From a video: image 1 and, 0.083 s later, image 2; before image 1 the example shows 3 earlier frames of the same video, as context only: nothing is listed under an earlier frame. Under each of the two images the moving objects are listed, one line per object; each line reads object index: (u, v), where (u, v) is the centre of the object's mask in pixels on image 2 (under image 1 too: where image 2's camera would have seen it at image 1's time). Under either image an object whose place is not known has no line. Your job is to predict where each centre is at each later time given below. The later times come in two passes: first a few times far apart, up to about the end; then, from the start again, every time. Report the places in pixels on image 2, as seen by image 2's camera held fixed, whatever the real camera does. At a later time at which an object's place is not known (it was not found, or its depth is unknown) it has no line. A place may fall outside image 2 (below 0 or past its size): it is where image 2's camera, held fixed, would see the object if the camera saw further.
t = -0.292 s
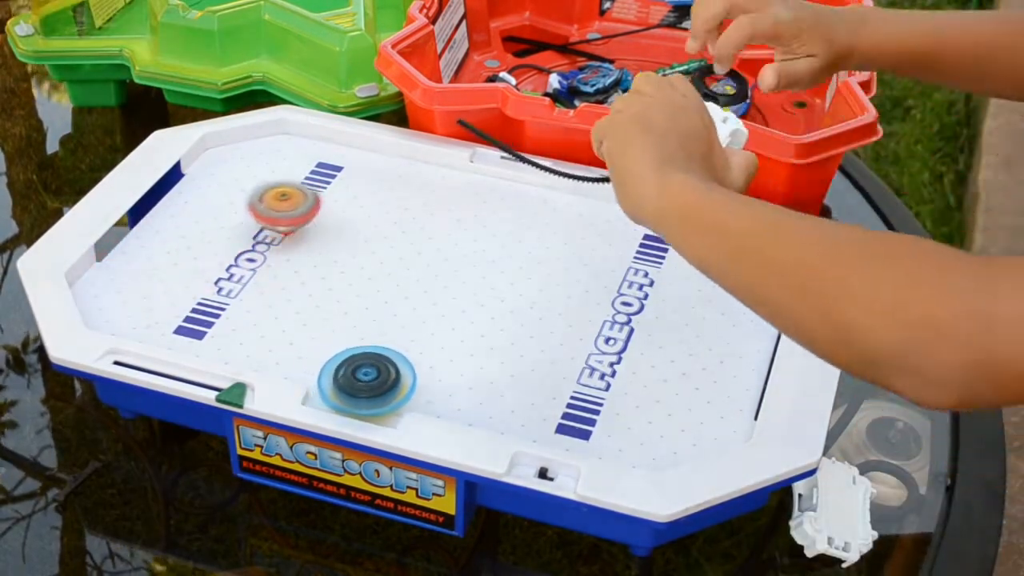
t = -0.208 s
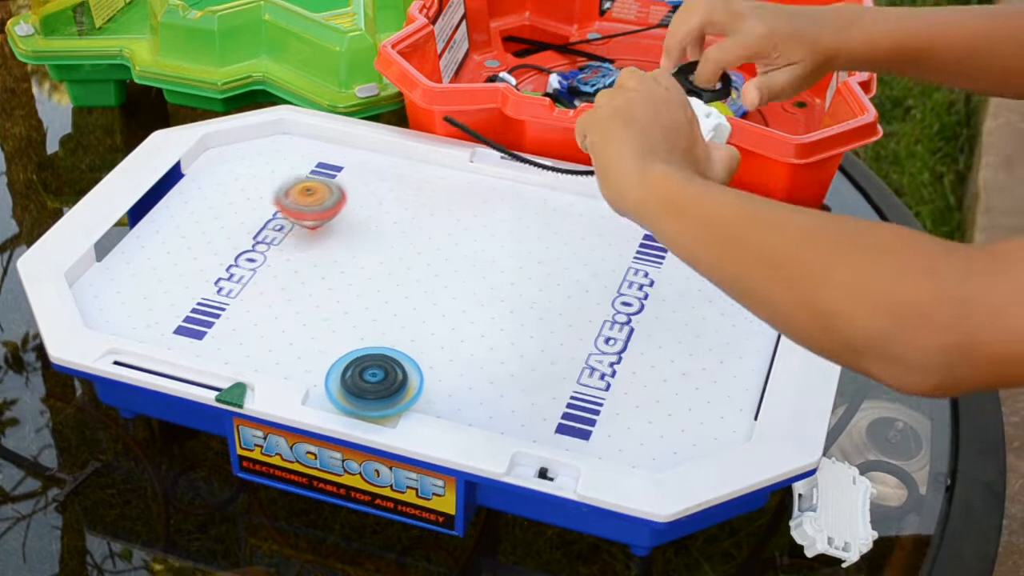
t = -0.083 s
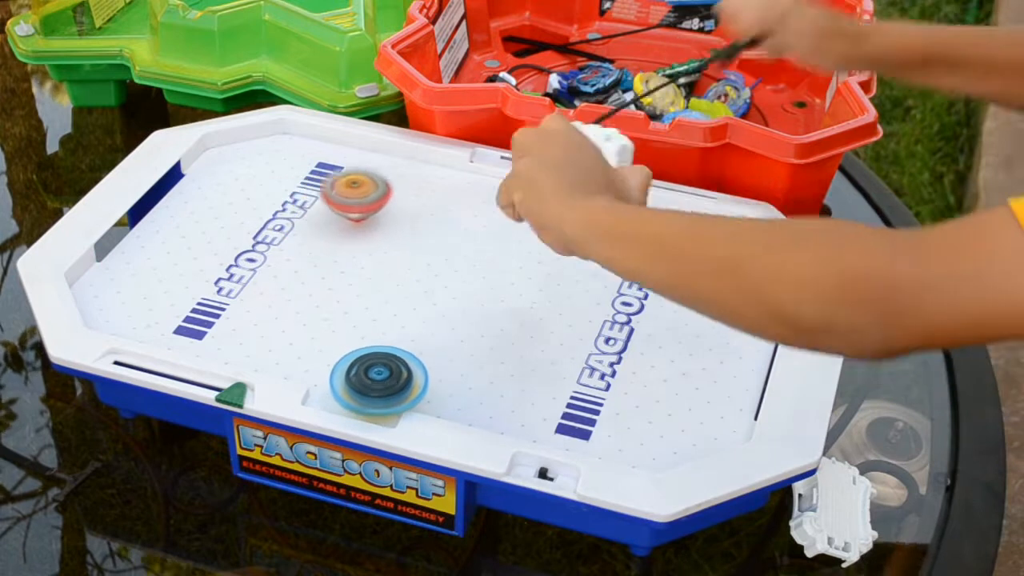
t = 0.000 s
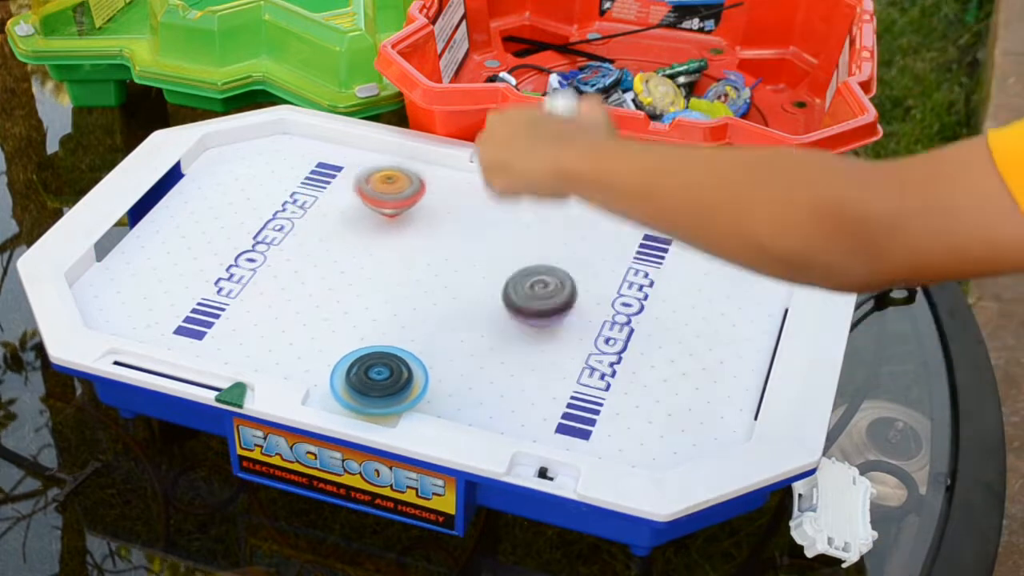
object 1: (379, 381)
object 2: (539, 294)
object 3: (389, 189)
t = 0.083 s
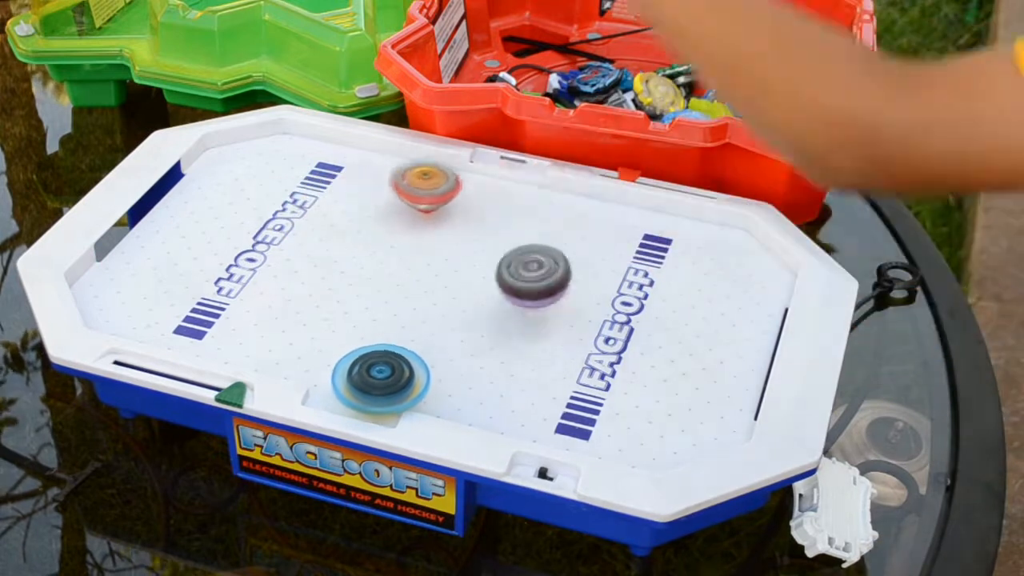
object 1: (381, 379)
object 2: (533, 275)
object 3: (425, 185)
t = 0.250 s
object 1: (383, 378)
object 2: (548, 302)
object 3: (499, 173)
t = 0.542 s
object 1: (385, 377)
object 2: (582, 342)
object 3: (528, 167)
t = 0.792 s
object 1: (389, 376)
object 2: (608, 380)
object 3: (528, 167)
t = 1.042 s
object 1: (399, 374)
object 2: (638, 409)
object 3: (523, 165)
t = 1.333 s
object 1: (419, 374)
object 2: (654, 433)
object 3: (518, 162)
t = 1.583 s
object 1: (440, 378)
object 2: (643, 428)
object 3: (521, 162)
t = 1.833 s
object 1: (469, 386)
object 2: (644, 423)
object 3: (509, 169)
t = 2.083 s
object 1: (502, 395)
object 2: (647, 421)
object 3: (506, 172)
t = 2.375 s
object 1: (545, 405)
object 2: (657, 415)
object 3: (527, 165)
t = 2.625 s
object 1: (578, 414)
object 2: (689, 411)
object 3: (517, 162)
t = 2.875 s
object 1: (605, 420)
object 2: (718, 401)
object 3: (519, 163)
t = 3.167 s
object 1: (646, 430)
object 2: (724, 385)
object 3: (526, 165)
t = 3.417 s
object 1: (676, 424)
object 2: (719, 370)
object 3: (532, 170)
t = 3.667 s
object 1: (694, 418)
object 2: (734, 351)
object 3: (536, 172)
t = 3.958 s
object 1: (717, 407)
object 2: (744, 327)
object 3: (556, 176)
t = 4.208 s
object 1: (721, 394)
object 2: (747, 307)
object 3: (582, 181)
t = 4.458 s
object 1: (727, 378)
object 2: (750, 285)
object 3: (624, 192)
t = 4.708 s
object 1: (733, 359)
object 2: (751, 259)
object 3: (679, 202)
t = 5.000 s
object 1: (739, 341)
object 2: (716, 269)
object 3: (665, 210)
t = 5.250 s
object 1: (744, 325)
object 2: (672, 275)
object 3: (622, 203)
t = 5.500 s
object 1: (748, 311)
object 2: (652, 267)
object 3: (595, 192)
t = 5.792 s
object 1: (750, 294)
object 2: (649, 253)
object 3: (572, 179)
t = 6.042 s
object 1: (757, 280)
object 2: (667, 237)
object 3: (556, 180)
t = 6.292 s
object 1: (760, 265)
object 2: (702, 224)
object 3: (553, 178)
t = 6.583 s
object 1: (763, 269)
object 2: (716, 220)
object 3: (561, 177)
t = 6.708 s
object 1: (763, 270)
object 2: (726, 221)
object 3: (567, 179)
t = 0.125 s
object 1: (382, 379)
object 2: (531, 292)
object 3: (444, 182)
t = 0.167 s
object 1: (383, 378)
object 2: (535, 292)
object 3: (463, 179)
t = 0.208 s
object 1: (382, 378)
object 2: (541, 297)
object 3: (481, 177)
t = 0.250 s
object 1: (383, 378)
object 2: (548, 302)
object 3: (499, 173)
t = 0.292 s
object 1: (383, 378)
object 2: (554, 308)
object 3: (519, 169)
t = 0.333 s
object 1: (383, 378)
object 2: (560, 313)
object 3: (529, 167)
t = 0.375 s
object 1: (384, 378)
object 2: (565, 319)
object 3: (528, 167)
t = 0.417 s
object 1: (384, 378)
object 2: (569, 325)
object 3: (527, 167)
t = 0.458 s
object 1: (385, 378)
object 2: (574, 330)
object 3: (528, 167)
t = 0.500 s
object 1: (385, 377)
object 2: (578, 336)
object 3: (529, 167)
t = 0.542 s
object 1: (385, 377)
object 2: (582, 342)
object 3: (528, 167)
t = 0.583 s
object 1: (387, 377)
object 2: (587, 349)
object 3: (529, 167)
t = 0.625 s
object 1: (387, 377)
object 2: (591, 355)
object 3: (529, 167)
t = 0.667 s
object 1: (388, 376)
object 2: (595, 361)
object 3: (529, 167)
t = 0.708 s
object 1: (388, 376)
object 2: (599, 367)
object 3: (529, 167)
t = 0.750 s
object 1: (389, 376)
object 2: (603, 374)
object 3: (529, 167)
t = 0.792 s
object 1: (389, 376)
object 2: (608, 380)
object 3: (528, 167)
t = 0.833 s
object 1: (390, 376)
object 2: (614, 386)
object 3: (528, 167)
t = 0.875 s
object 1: (391, 375)
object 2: (619, 392)
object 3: (527, 167)
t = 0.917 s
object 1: (393, 375)
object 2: (625, 397)
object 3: (525, 167)
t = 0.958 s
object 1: (395, 374)
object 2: (630, 402)
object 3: (525, 166)
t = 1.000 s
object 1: (396, 374)
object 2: (634, 406)
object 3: (524, 166)
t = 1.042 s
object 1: (399, 374)
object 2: (638, 409)
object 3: (523, 165)
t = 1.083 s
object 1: (401, 374)
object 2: (641, 413)
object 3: (520, 163)
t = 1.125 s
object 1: (404, 373)
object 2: (644, 416)
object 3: (519, 162)
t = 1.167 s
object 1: (407, 373)
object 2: (646, 419)
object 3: (518, 162)
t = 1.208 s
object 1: (409, 373)
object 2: (648, 423)
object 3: (518, 162)
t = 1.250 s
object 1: (412, 374)
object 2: (650, 427)
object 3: (518, 162)
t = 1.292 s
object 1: (415, 373)
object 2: (652, 431)
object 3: (518, 162)
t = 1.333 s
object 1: (419, 374)
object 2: (654, 433)
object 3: (518, 162)
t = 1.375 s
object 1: (422, 374)
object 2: (652, 431)
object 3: (518, 162)
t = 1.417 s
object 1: (427, 374)
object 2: (649, 430)
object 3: (519, 162)
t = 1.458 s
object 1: (429, 375)
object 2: (648, 430)
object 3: (520, 162)
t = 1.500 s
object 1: (433, 376)
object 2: (647, 429)
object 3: (521, 163)
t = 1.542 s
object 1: (436, 377)
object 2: (645, 429)
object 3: (521, 162)
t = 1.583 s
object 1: (440, 378)
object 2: (643, 428)
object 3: (521, 162)
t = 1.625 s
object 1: (445, 380)
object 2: (643, 428)
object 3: (523, 163)
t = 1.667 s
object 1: (449, 381)
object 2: (643, 427)
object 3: (526, 164)
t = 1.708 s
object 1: (454, 382)
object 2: (643, 426)
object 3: (518, 166)
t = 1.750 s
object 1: (458, 383)
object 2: (643, 425)
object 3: (514, 168)
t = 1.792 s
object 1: (464, 385)
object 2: (644, 424)
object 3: (511, 169)
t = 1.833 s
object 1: (469, 386)
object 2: (644, 423)
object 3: (509, 169)
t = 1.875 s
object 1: (474, 387)
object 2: (644, 423)
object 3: (507, 170)
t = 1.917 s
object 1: (480, 389)
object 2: (644, 423)
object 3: (506, 171)
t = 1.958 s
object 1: (485, 390)
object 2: (645, 422)
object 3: (505, 171)
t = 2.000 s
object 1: (490, 391)
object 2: (645, 422)
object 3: (505, 172)
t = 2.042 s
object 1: (497, 393)
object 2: (646, 421)
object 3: (505, 172)
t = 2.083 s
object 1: (502, 395)
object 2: (647, 421)
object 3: (506, 172)
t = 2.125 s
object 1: (509, 395)
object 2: (648, 420)
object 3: (508, 171)
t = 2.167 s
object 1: (516, 397)
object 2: (649, 419)
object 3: (511, 171)
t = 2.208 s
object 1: (521, 399)
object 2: (651, 419)
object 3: (515, 170)
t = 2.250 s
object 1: (526, 400)
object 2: (653, 418)
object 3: (517, 169)
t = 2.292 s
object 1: (532, 402)
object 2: (654, 416)
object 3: (520, 168)
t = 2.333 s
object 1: (538, 404)
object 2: (655, 415)
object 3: (524, 166)
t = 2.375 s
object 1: (545, 405)
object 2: (657, 415)
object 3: (527, 165)
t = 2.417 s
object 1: (554, 408)
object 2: (659, 414)
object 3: (521, 164)
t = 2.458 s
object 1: (561, 410)
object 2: (662, 413)
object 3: (519, 163)
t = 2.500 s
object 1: (567, 411)
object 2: (664, 412)
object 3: (519, 162)
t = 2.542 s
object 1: (572, 411)
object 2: (671, 412)
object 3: (518, 162)
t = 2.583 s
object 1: (575, 412)
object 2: (681, 412)
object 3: (517, 162)
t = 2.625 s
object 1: (578, 414)
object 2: (689, 411)
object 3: (517, 162)
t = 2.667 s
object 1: (583, 414)
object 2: (697, 411)
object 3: (517, 162)
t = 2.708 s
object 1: (588, 415)
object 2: (705, 411)
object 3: (517, 162)
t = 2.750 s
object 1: (592, 417)
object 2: (713, 412)
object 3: (517, 162)
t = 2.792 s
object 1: (596, 418)
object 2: (717, 408)
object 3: (517, 162)
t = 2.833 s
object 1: (600, 419)
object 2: (717, 404)
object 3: (517, 163)
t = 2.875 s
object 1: (605, 420)
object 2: (718, 401)
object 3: (519, 163)
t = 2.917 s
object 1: (611, 421)
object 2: (721, 399)
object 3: (521, 163)
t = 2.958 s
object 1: (617, 422)
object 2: (719, 395)
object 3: (521, 163)
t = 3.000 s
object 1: (622, 425)
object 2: (720, 393)
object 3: (520, 163)
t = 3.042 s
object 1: (626, 426)
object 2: (723, 391)
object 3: (521, 164)
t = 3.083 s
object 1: (633, 427)
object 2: (722, 389)
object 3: (521, 163)
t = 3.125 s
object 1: (639, 428)
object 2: (723, 387)
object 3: (524, 163)
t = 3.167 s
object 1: (646, 430)
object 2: (724, 385)
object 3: (526, 165)
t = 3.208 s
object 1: (654, 432)
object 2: (722, 382)
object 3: (526, 167)
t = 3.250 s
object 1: (658, 430)
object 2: (718, 379)
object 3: (527, 167)
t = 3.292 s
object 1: (662, 429)
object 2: (717, 376)
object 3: (529, 168)
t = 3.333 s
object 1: (667, 427)
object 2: (717, 374)
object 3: (530, 168)
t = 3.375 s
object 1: (671, 426)
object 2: (717, 372)
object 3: (531, 169)
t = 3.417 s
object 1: (676, 424)
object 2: (719, 370)
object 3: (532, 170)
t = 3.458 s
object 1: (680, 422)
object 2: (720, 368)
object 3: (533, 170)
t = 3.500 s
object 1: (685, 421)
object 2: (722, 366)
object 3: (533, 170)
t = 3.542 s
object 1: (686, 420)
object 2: (726, 363)
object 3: (534, 171)
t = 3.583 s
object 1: (688, 420)
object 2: (731, 360)
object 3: (535, 171)
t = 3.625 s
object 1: (691, 419)
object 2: (735, 356)
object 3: (535, 172)
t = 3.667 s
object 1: (694, 418)
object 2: (734, 351)
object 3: (536, 172)
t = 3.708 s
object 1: (697, 417)
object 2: (736, 348)
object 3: (537, 173)
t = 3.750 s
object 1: (701, 416)
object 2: (738, 345)
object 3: (539, 173)
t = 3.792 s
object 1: (705, 414)
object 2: (738, 341)
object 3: (542, 174)
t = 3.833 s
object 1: (709, 413)
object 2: (740, 337)
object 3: (545, 174)
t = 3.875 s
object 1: (713, 411)
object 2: (741, 334)
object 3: (549, 174)
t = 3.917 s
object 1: (716, 409)
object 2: (741, 330)
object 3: (552, 175)
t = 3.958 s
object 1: (717, 407)
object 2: (744, 327)
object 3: (556, 176)
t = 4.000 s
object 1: (718, 405)
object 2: (744, 325)
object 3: (559, 177)
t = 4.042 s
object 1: (718, 403)
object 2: (745, 321)
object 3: (563, 178)
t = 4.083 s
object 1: (719, 401)
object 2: (745, 317)
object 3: (568, 178)
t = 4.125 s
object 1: (720, 399)
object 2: (747, 314)
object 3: (573, 180)
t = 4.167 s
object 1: (720, 396)
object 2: (749, 312)
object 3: (577, 181)
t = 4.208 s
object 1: (721, 394)
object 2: (747, 307)
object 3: (582, 181)
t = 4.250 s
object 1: (722, 392)
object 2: (748, 304)
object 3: (588, 183)
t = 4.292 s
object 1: (723, 389)
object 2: (750, 301)
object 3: (595, 184)
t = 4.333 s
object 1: (724, 386)
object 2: (753, 298)
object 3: (601, 186)
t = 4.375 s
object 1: (725, 384)
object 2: (753, 294)
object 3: (608, 189)
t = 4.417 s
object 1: (726, 381)
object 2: (755, 291)
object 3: (616, 190)
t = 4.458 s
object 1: (727, 378)
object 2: (750, 285)
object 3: (624, 192)
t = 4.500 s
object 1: (728, 375)
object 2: (744, 280)
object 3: (634, 193)
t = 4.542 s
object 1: (729, 372)
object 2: (743, 275)
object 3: (642, 195)
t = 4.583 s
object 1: (730, 369)
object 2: (744, 271)
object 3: (651, 195)
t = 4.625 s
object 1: (732, 366)
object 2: (745, 267)
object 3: (660, 197)
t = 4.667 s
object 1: (733, 362)
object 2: (747, 263)
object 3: (670, 200)
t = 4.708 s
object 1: (733, 359)
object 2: (751, 259)
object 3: (679, 202)
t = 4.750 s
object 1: (734, 356)
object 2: (754, 256)
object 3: (690, 203)
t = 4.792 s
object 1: (735, 353)
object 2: (758, 252)
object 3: (701, 207)
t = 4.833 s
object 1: (735, 351)
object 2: (764, 249)
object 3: (711, 211)
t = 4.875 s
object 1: (736, 349)
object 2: (763, 242)
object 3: (701, 209)
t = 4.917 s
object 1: (737, 346)
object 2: (748, 242)
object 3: (684, 213)
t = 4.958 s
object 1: (738, 344)
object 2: (729, 264)
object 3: (673, 213)
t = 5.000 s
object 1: (739, 341)
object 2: (716, 269)
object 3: (665, 210)
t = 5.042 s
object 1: (740, 338)
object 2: (704, 277)
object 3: (659, 207)
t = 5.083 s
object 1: (741, 335)
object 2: (695, 277)
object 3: (654, 202)
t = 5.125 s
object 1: (742, 332)
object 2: (689, 277)
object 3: (649, 197)
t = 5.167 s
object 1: (742, 330)
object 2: (683, 277)
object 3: (641, 196)
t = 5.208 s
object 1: (743, 328)
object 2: (678, 276)
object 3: (631, 202)
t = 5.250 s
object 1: (744, 325)
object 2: (672, 275)
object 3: (622, 203)
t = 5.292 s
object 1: (745, 323)
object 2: (668, 275)
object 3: (617, 202)
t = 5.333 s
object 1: (746, 321)
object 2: (664, 273)
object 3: (613, 201)
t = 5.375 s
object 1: (746, 318)
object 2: (660, 272)
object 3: (607, 199)
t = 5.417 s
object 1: (747, 316)
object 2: (657, 270)
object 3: (602, 197)
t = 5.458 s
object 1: (748, 314)
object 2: (654, 269)
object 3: (599, 195)
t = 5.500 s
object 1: (748, 311)
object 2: (652, 267)
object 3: (595, 192)
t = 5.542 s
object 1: (749, 309)
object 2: (650, 265)
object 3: (592, 188)
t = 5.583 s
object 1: (750, 307)
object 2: (648, 263)
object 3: (588, 185)
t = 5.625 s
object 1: (751, 305)
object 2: (648, 261)
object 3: (585, 182)
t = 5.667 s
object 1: (752, 302)
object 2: (648, 259)
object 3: (580, 182)
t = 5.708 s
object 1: (752, 300)
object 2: (648, 257)
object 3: (576, 182)
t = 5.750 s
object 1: (753, 298)
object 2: (648, 255)
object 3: (574, 180)
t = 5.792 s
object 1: (750, 294)
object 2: (649, 253)
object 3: (572, 179)
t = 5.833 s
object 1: (751, 292)
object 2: (650, 250)
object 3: (570, 179)
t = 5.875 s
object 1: (752, 289)
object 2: (653, 247)
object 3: (565, 181)
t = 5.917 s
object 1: (754, 288)
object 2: (655, 245)
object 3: (561, 181)
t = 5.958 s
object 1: (757, 286)
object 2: (659, 242)
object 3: (558, 180)
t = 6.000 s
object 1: (757, 283)
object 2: (663, 240)
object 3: (556, 180)
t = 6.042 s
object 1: (757, 280)
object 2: (667, 237)
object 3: (556, 180)
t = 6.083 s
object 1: (759, 278)
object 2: (672, 235)
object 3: (555, 179)
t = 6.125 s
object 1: (757, 275)
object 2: (677, 233)
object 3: (555, 178)
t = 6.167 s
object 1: (758, 272)
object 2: (683, 230)
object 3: (555, 177)
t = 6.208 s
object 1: (760, 271)
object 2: (689, 228)
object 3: (555, 176)
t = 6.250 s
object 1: (761, 268)
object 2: (696, 226)
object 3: (553, 178)
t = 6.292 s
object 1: (760, 265)
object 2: (702, 224)
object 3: (553, 178)
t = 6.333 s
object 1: (762, 264)
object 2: (708, 221)
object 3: (554, 178)
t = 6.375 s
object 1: (763, 261)
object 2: (715, 219)
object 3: (555, 177)
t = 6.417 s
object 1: (763, 260)
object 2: (721, 215)
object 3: (556, 177)
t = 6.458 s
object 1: (761, 261)
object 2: (725, 210)
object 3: (558, 176)
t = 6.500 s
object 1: (764, 266)
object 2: (719, 216)
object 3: (559, 176)
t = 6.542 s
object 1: (763, 268)
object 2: (715, 219)
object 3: (560, 177)
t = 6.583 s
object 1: (763, 269)
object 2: (716, 220)
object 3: (561, 177)
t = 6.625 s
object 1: (764, 270)
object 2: (719, 220)
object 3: (563, 177)
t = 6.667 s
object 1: (763, 270)
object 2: (722, 220)
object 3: (564, 179)
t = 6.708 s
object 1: (763, 270)
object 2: (726, 221)
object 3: (567, 179)
